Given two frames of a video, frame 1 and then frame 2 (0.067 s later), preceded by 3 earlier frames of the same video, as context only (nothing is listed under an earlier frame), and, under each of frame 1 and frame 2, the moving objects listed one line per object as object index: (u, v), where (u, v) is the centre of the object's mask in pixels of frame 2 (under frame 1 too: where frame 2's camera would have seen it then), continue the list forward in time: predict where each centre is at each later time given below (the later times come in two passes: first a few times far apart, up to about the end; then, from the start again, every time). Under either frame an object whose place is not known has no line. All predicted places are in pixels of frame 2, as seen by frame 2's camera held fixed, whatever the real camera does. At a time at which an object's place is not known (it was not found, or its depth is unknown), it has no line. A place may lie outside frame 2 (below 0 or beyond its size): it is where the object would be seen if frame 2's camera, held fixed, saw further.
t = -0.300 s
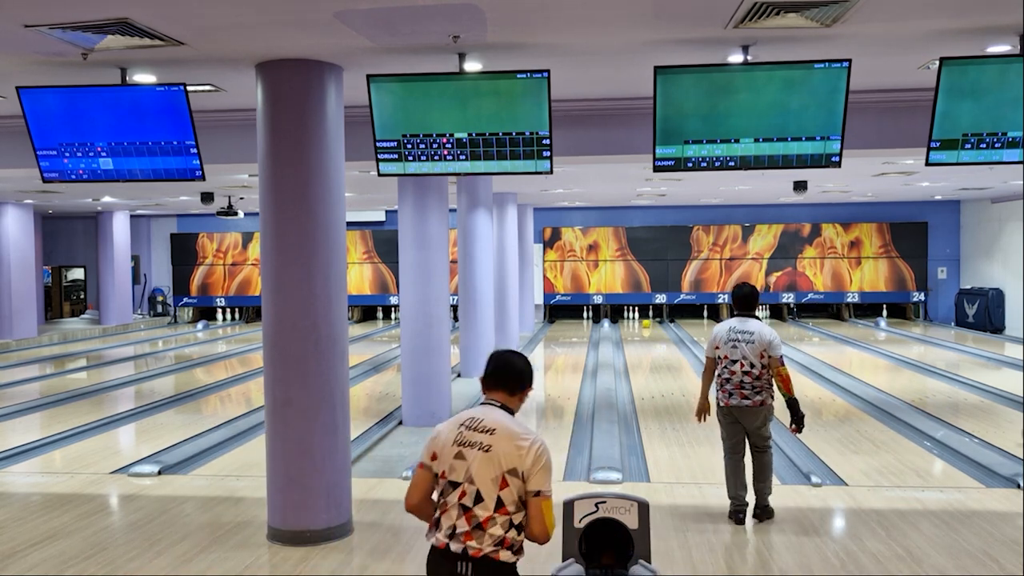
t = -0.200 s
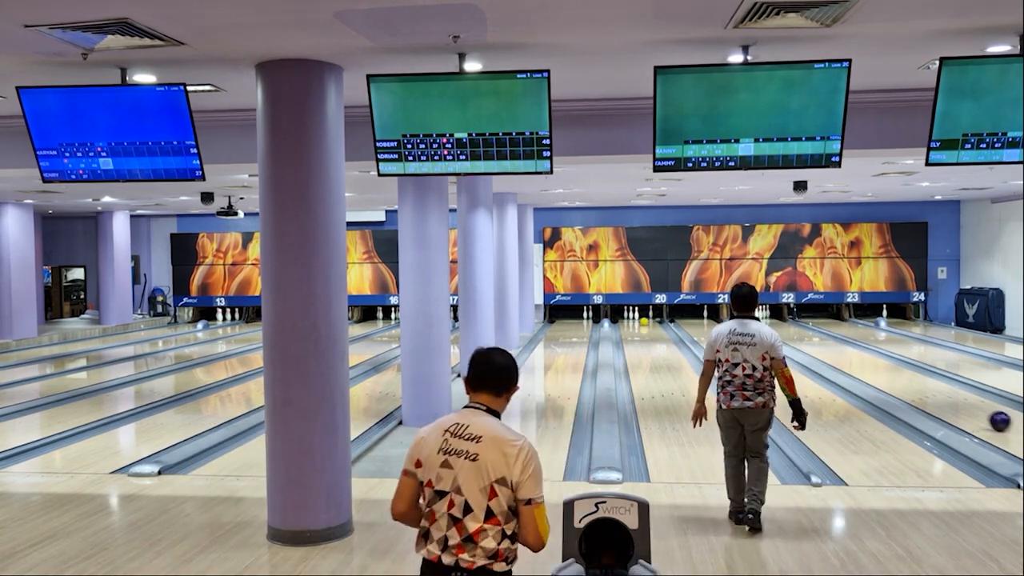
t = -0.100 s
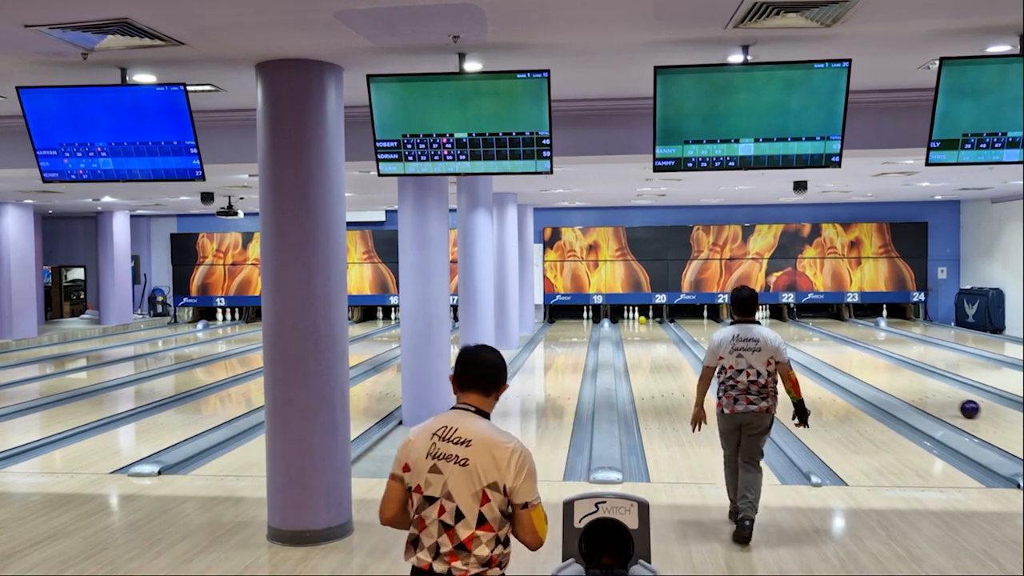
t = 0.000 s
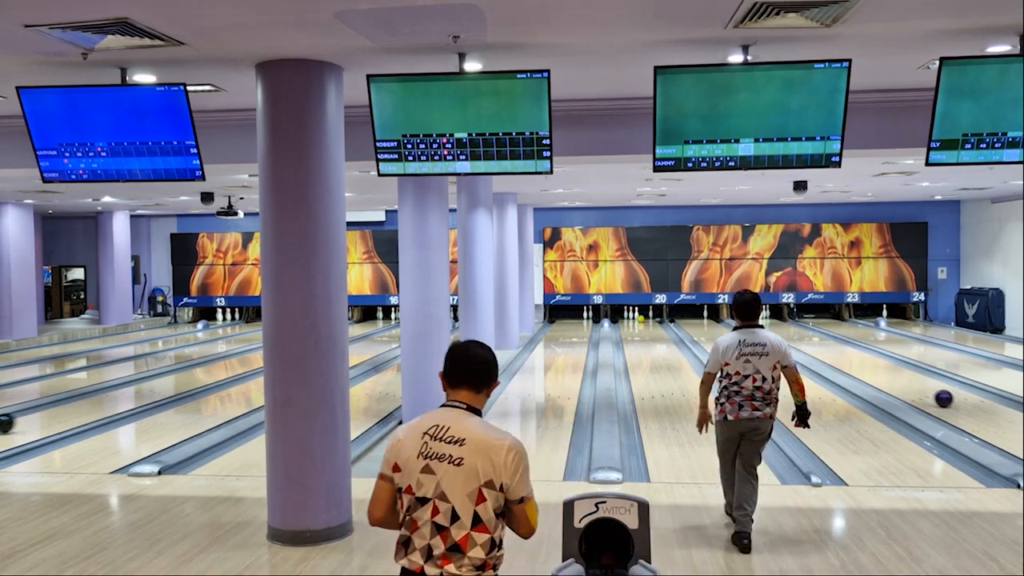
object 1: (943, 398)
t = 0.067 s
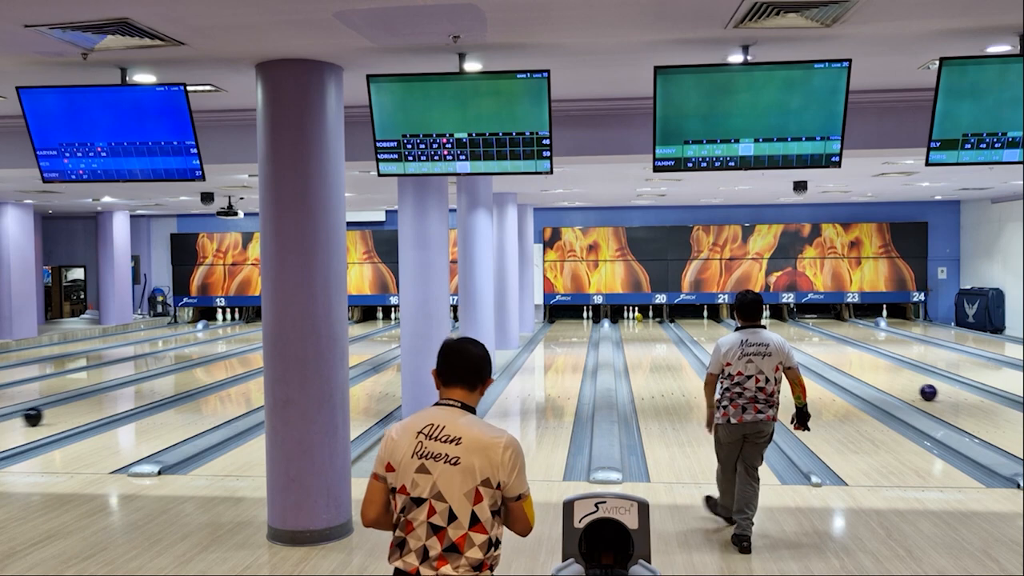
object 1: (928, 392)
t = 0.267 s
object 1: (889, 376)
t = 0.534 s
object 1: (850, 360)
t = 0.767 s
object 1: (825, 349)
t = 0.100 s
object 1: (921, 389)
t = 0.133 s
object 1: (914, 387)
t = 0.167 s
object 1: (907, 384)
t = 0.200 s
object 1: (901, 381)
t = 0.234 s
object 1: (895, 379)
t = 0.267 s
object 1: (889, 376)
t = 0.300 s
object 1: (884, 374)
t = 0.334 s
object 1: (878, 372)
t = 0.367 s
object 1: (873, 370)
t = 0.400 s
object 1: (868, 368)
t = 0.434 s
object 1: (863, 366)
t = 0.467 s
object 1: (859, 364)
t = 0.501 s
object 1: (854, 362)
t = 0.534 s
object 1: (850, 360)
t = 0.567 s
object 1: (846, 359)
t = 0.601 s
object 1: (842, 357)
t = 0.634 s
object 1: (838, 355)
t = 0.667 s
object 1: (835, 354)
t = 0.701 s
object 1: (831, 352)
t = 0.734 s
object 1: (828, 351)
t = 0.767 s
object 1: (825, 349)
